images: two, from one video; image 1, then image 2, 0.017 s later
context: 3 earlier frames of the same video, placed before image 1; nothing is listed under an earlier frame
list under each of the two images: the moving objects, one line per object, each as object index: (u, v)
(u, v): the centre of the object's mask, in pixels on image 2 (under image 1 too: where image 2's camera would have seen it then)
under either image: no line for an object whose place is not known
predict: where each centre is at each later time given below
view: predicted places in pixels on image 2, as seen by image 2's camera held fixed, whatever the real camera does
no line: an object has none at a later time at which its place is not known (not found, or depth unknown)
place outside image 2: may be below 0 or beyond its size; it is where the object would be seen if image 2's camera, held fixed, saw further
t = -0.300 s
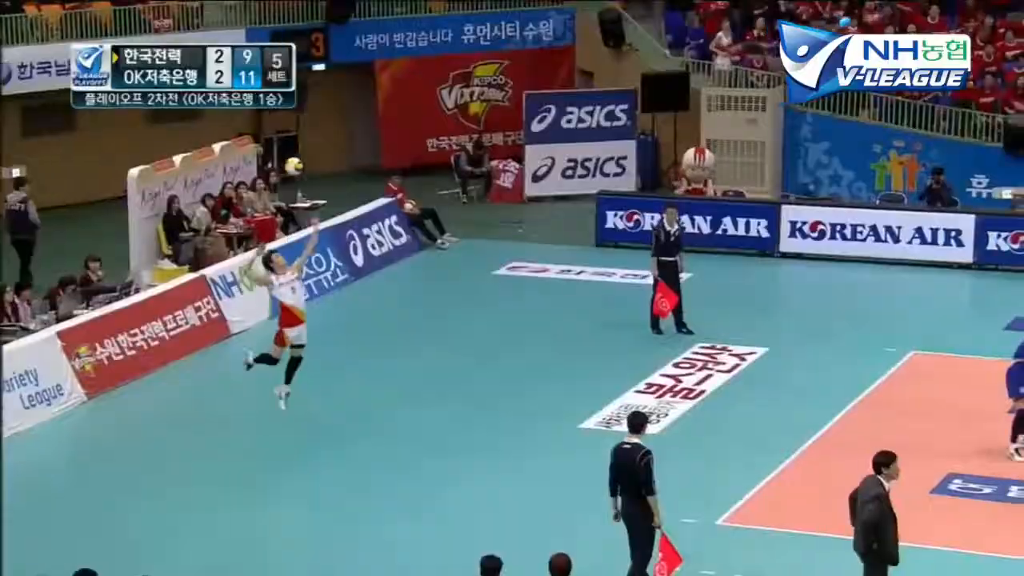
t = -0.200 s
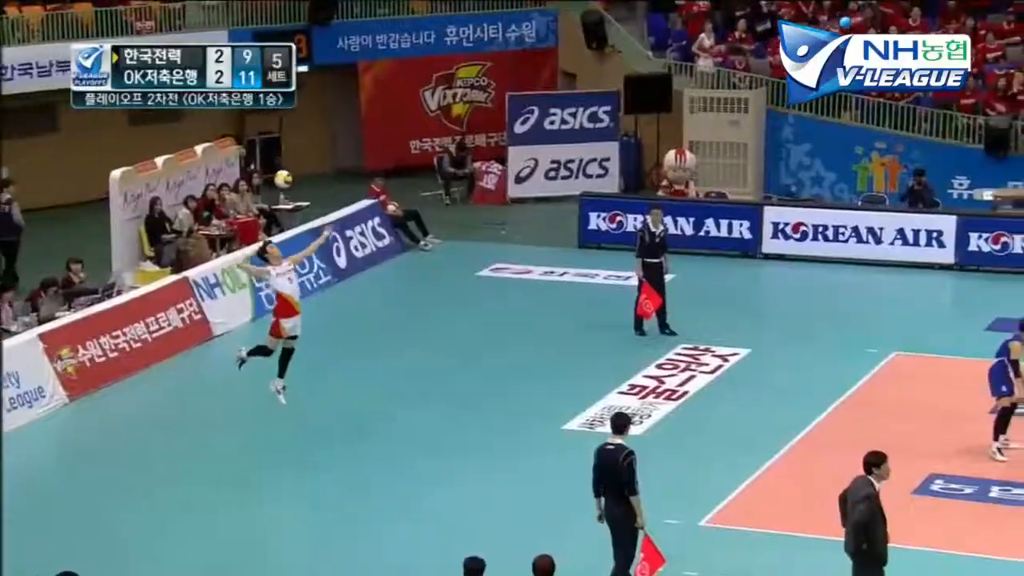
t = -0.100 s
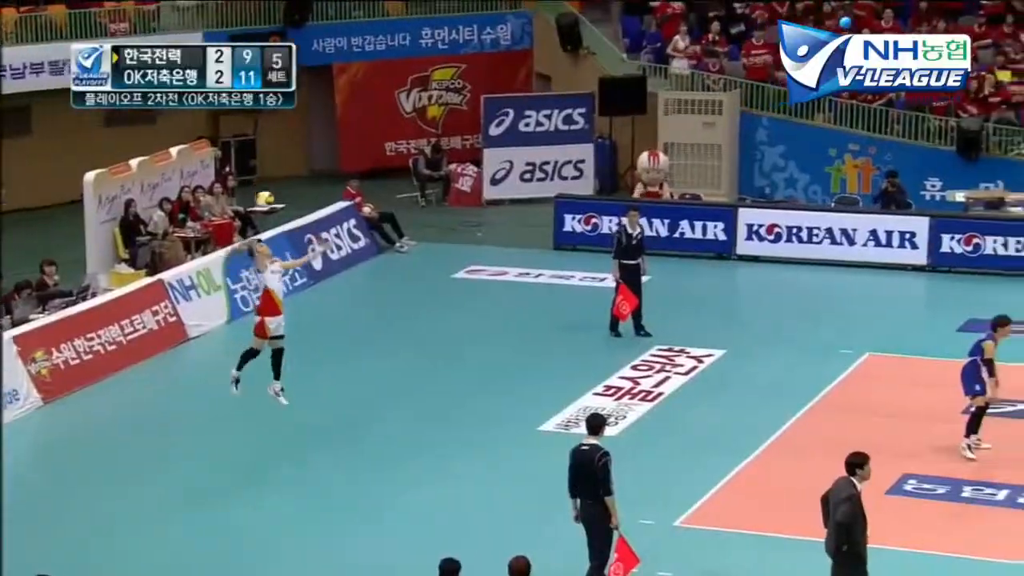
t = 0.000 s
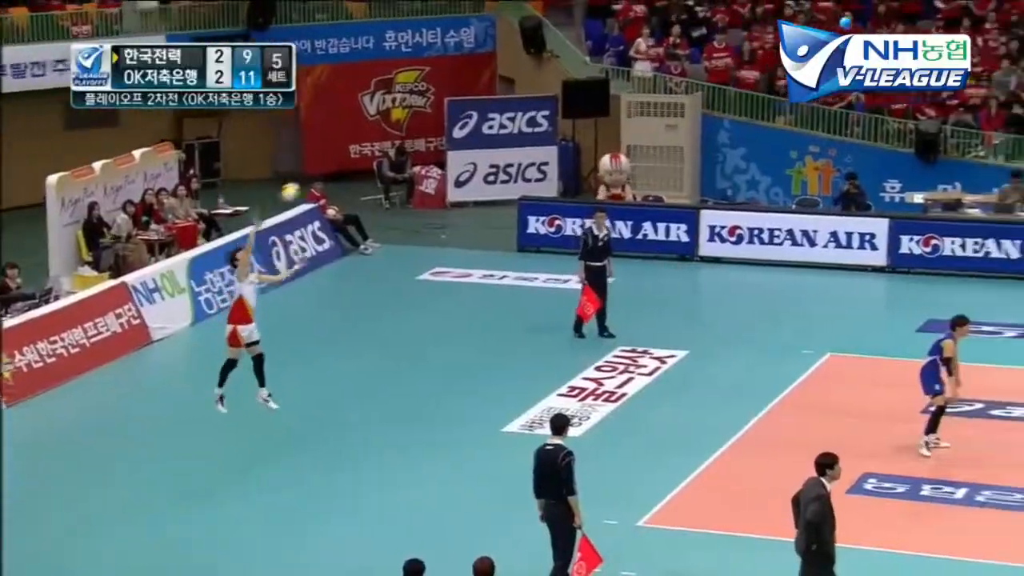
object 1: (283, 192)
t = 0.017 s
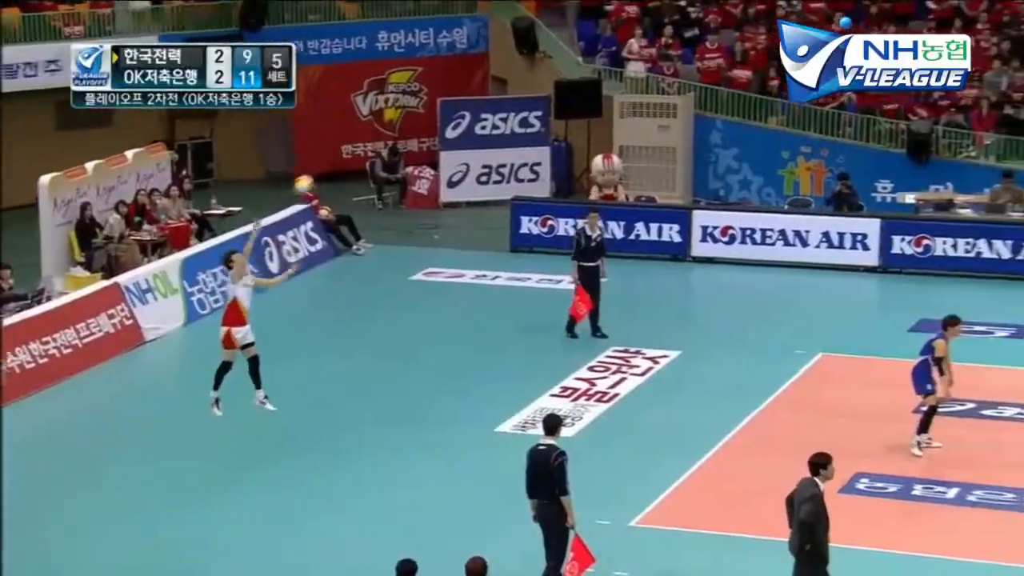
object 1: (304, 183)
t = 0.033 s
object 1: (323, 176)
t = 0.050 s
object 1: (342, 169)
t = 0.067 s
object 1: (361, 162)
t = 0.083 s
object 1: (380, 155)
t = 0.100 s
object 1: (400, 148)
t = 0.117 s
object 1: (418, 142)
